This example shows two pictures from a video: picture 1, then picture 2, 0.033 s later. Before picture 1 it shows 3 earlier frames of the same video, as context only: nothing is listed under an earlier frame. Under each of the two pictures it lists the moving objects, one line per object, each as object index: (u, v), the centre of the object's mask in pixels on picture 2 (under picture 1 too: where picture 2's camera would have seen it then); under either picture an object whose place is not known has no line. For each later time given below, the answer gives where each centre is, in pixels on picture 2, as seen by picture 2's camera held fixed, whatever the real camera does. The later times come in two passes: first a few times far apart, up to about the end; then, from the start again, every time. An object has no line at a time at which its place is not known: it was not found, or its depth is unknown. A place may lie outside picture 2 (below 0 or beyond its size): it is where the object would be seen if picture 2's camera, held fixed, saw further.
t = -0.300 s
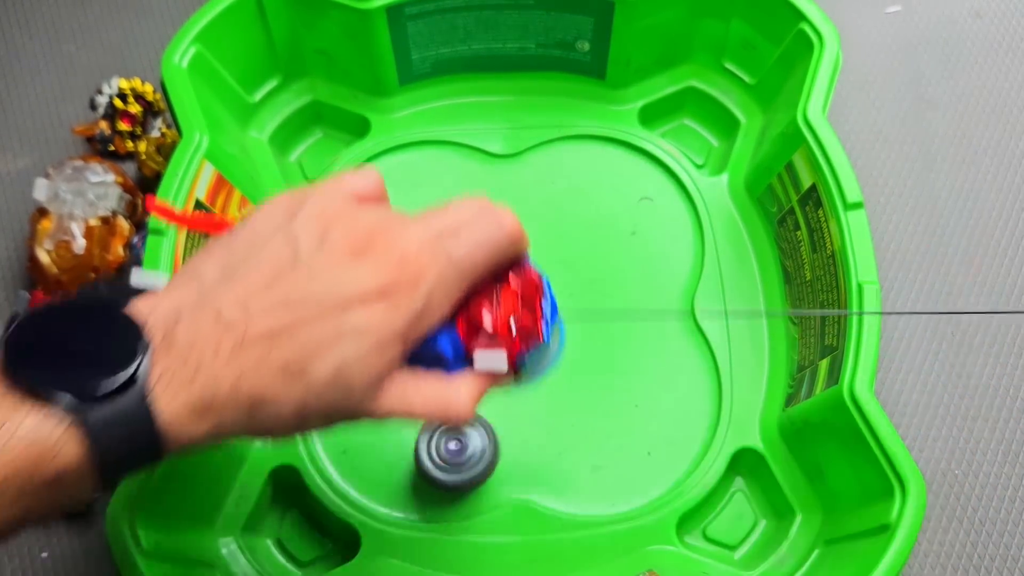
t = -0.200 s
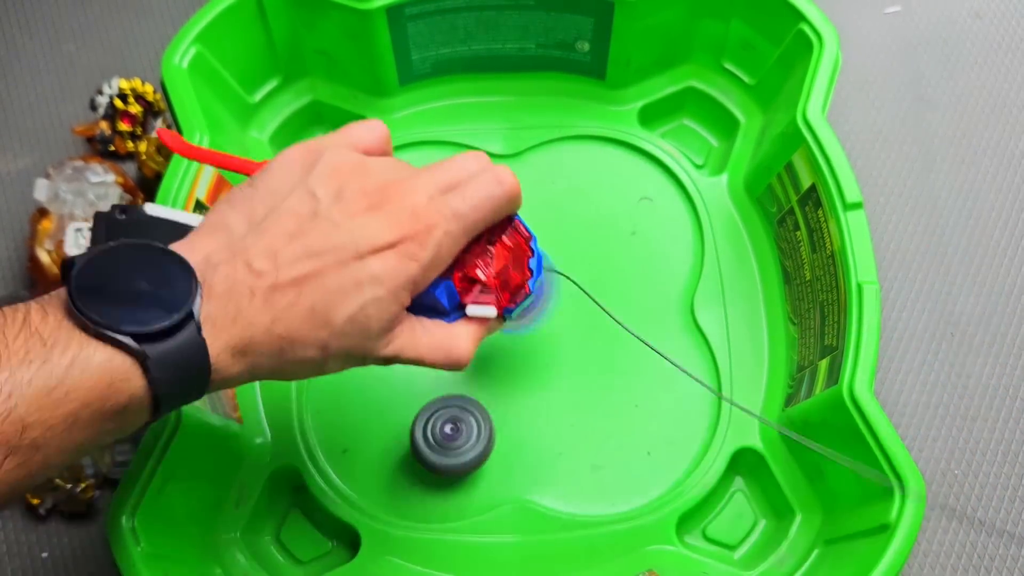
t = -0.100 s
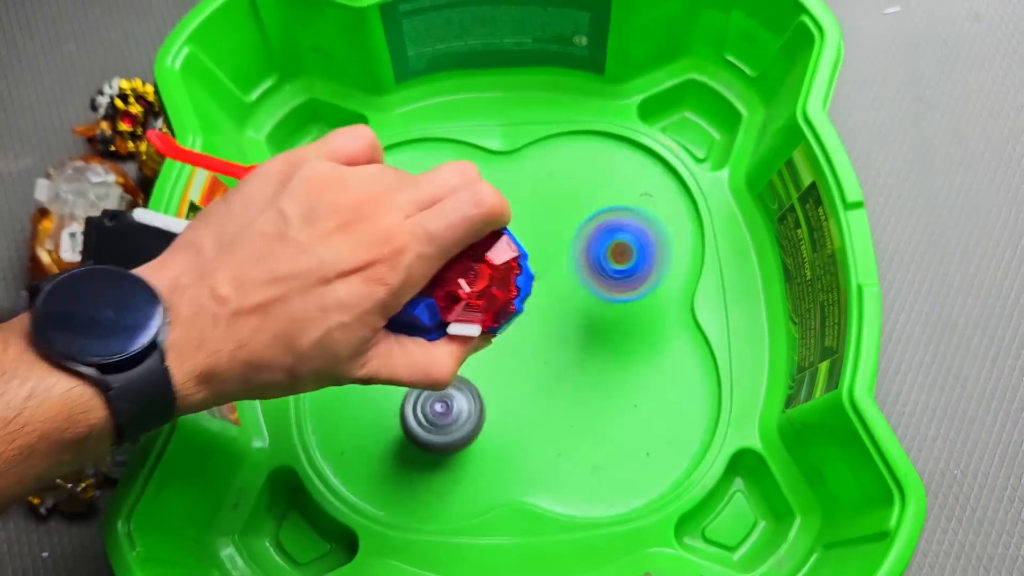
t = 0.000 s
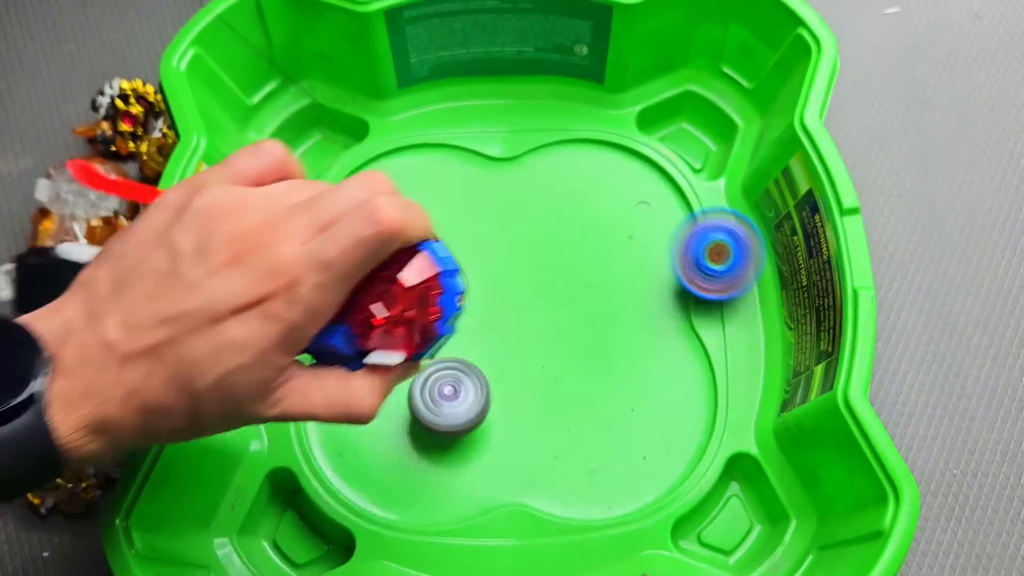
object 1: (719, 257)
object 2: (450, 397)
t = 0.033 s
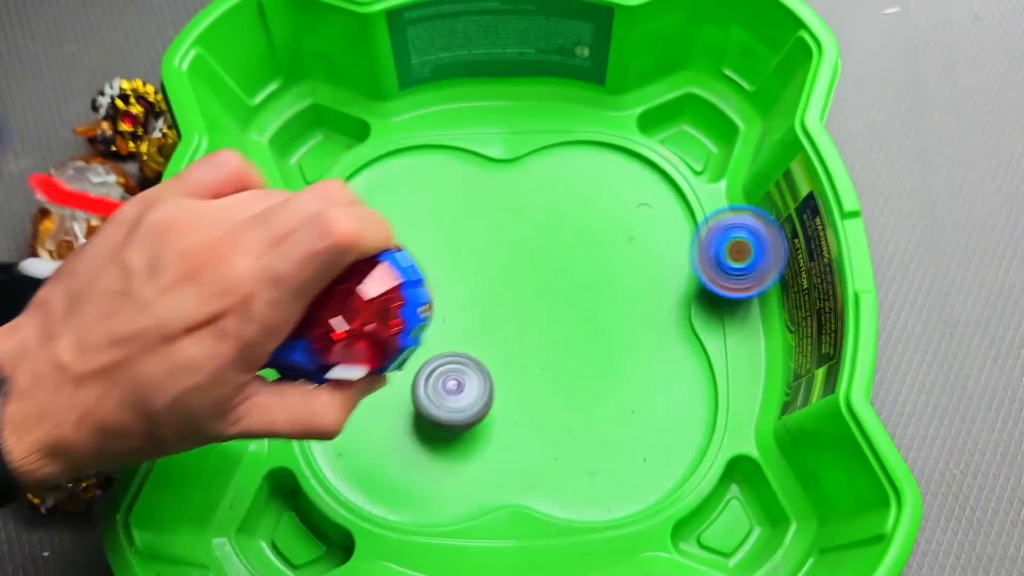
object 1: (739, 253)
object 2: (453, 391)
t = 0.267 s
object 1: (746, 332)
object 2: (485, 353)
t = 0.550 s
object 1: (737, 399)
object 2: (436, 307)
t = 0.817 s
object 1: (739, 446)
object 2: (397, 298)
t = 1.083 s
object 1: (722, 533)
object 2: (423, 286)
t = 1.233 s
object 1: (755, 520)
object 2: (455, 278)
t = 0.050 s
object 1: (747, 252)
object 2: (454, 387)
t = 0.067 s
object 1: (746, 254)
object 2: (454, 385)
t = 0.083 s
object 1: (743, 257)
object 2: (455, 383)
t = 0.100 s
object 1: (740, 263)
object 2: (458, 381)
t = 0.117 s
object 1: (737, 271)
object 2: (463, 379)
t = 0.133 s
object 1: (740, 276)
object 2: (468, 378)
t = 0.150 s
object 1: (745, 281)
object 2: (473, 375)
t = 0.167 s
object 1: (748, 287)
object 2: (478, 374)
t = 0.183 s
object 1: (746, 295)
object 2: (480, 372)
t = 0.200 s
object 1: (742, 305)
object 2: (482, 368)
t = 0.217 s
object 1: (739, 314)
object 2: (484, 366)
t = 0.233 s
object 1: (742, 319)
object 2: (485, 362)
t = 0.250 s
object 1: (745, 325)
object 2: (485, 358)
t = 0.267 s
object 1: (746, 332)
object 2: (485, 353)
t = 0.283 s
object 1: (746, 342)
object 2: (485, 349)
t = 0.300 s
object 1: (747, 348)
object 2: (485, 345)
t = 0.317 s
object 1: (747, 351)
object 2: (483, 342)
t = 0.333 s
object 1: (745, 356)
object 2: (482, 338)
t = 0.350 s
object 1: (742, 362)
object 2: (479, 335)
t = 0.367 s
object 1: (739, 368)
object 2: (476, 332)
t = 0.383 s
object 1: (741, 370)
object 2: (473, 327)
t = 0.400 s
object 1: (742, 374)
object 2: (469, 324)
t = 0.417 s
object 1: (743, 378)
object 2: (465, 320)
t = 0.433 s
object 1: (742, 384)
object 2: (461, 318)
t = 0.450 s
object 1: (742, 385)
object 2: (457, 315)
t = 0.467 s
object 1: (741, 387)
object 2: (453, 313)
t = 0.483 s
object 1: (738, 390)
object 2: (450, 312)
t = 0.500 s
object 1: (738, 393)
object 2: (447, 311)
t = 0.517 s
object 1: (740, 394)
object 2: (443, 309)
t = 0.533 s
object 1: (740, 397)
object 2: (440, 308)
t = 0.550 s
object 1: (737, 399)
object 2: (436, 307)
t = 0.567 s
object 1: (737, 400)
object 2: (432, 305)
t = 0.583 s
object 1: (737, 402)
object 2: (428, 304)
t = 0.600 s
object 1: (736, 404)
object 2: (424, 303)
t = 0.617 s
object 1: (738, 406)
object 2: (421, 301)
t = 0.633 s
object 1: (737, 407)
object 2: (417, 301)
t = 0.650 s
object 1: (736, 409)
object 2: (414, 301)
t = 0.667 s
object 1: (736, 411)
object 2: (412, 300)
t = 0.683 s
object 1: (736, 413)
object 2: (410, 299)
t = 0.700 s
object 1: (736, 416)
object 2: (408, 298)
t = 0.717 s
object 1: (736, 418)
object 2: (405, 298)
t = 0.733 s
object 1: (735, 422)
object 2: (403, 298)
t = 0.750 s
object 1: (736, 425)
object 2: (401, 298)
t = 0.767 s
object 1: (736, 429)
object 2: (400, 298)
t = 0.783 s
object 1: (737, 434)
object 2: (399, 298)
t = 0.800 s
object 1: (738, 440)
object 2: (398, 299)
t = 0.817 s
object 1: (739, 446)
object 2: (397, 298)
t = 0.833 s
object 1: (739, 453)
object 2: (397, 298)
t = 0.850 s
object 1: (739, 461)
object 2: (396, 298)
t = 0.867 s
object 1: (745, 472)
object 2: (396, 297)
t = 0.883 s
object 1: (750, 483)
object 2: (397, 297)
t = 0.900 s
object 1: (755, 496)
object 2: (398, 296)
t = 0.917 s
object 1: (759, 511)
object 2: (399, 296)
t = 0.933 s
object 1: (756, 526)
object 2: (401, 295)
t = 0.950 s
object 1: (747, 532)
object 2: (402, 294)
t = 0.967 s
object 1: (739, 534)
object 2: (403, 293)
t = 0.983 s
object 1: (732, 534)
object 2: (406, 291)
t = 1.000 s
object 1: (724, 534)
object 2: (409, 291)
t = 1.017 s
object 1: (719, 532)
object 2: (411, 291)
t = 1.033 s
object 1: (718, 532)
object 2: (414, 289)
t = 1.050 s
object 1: (719, 531)
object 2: (417, 288)
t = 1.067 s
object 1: (720, 531)
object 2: (420, 288)
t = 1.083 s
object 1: (722, 533)
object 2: (423, 286)
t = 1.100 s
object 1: (728, 531)
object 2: (427, 285)
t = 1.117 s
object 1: (733, 530)
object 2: (431, 284)
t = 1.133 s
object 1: (740, 528)
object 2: (434, 283)
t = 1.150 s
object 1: (745, 522)
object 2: (438, 282)
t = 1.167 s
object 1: (750, 515)
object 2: (442, 281)
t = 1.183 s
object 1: (756, 516)
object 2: (445, 281)
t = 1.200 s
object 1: (761, 518)
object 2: (448, 280)
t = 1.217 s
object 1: (761, 520)
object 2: (453, 279)
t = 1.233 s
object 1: (755, 520)
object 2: (455, 278)
